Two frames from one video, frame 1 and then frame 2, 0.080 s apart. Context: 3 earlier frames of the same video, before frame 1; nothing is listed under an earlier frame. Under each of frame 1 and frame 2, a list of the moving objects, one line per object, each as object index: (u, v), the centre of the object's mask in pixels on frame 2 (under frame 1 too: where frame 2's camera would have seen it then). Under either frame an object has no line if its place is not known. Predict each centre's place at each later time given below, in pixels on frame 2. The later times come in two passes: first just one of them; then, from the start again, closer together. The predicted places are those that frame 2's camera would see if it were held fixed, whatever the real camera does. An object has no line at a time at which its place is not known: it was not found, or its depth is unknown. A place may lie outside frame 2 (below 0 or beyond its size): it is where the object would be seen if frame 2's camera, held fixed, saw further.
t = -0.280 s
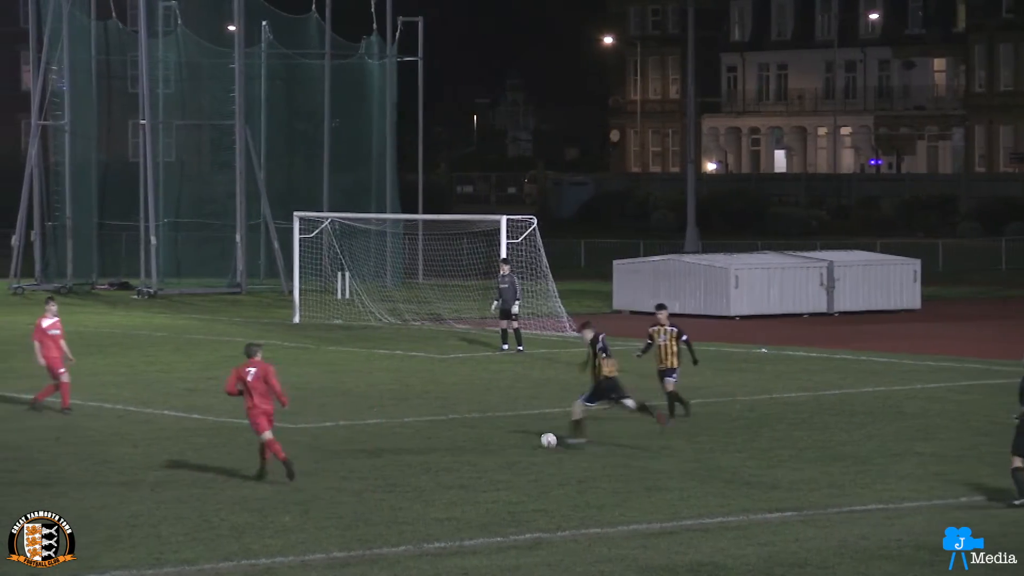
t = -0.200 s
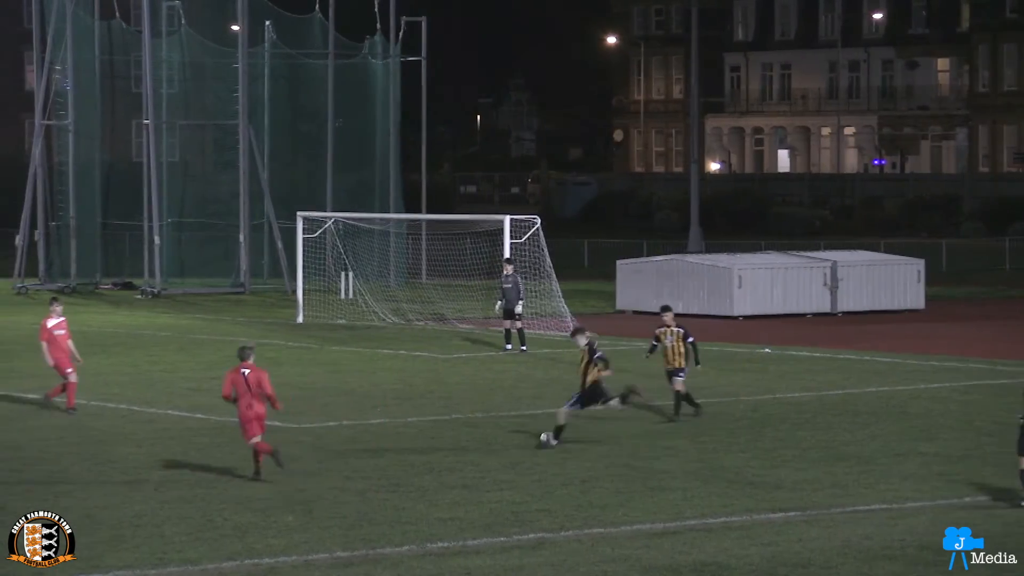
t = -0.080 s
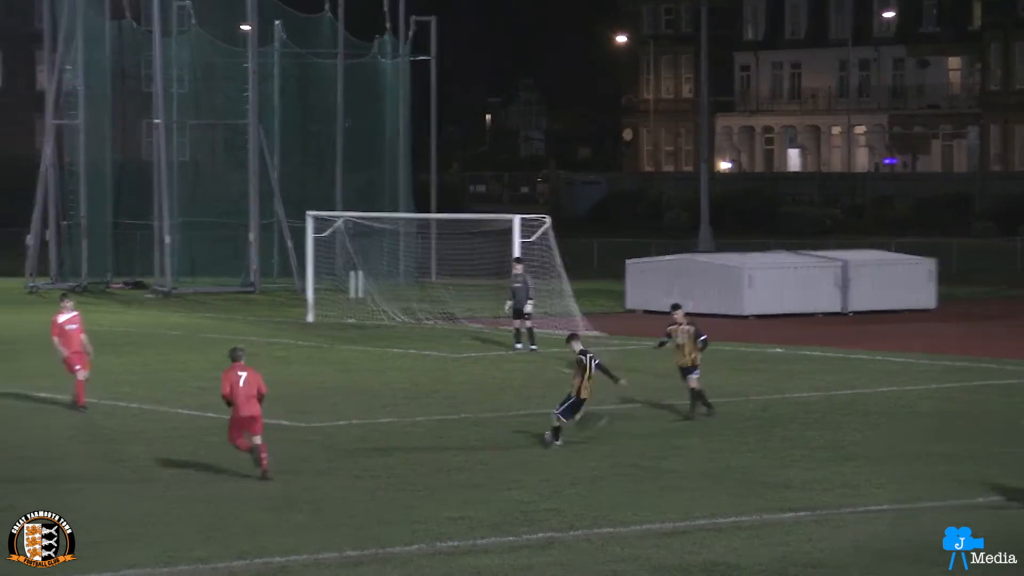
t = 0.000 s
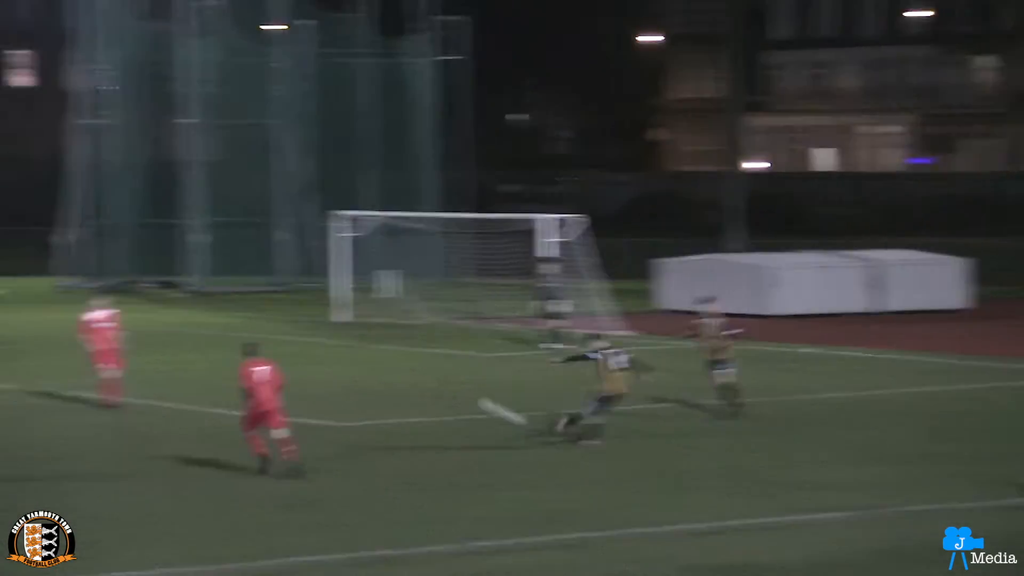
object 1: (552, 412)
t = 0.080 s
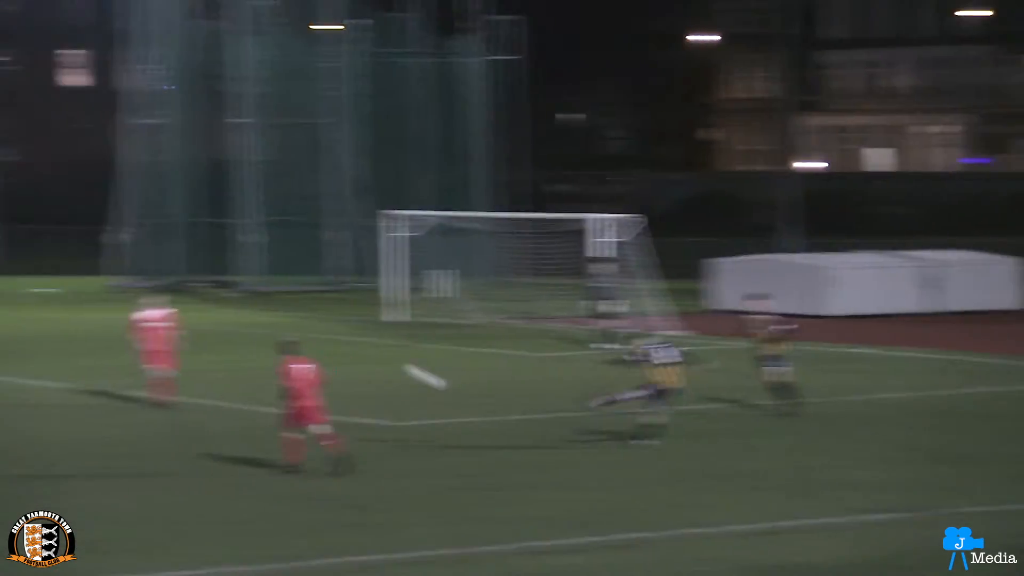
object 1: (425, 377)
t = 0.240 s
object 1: (172, 318)
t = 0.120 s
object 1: (362, 361)
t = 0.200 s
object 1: (235, 332)
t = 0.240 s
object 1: (172, 318)
